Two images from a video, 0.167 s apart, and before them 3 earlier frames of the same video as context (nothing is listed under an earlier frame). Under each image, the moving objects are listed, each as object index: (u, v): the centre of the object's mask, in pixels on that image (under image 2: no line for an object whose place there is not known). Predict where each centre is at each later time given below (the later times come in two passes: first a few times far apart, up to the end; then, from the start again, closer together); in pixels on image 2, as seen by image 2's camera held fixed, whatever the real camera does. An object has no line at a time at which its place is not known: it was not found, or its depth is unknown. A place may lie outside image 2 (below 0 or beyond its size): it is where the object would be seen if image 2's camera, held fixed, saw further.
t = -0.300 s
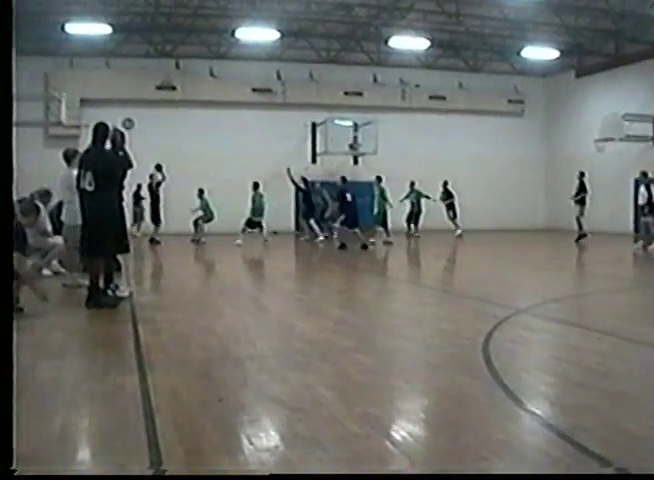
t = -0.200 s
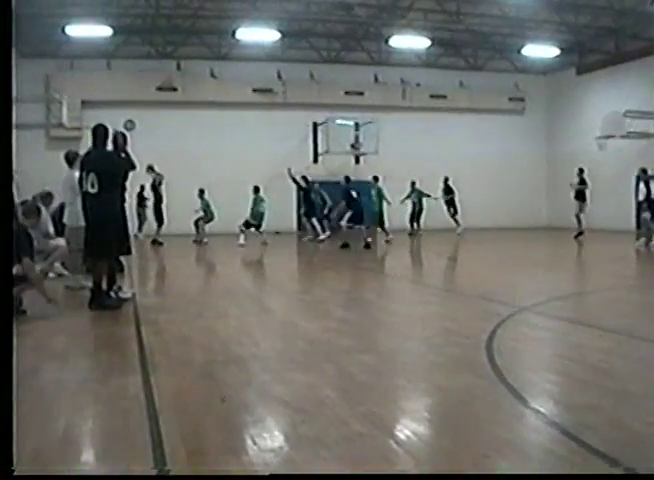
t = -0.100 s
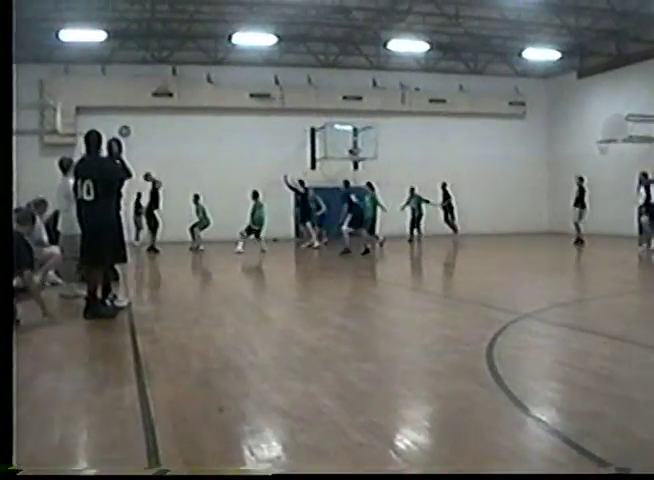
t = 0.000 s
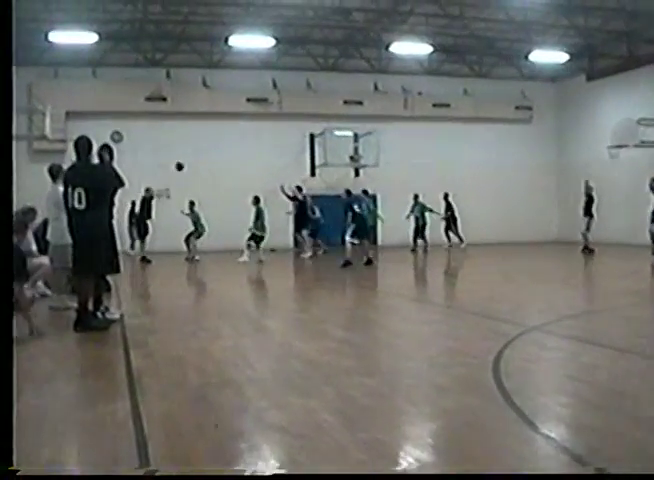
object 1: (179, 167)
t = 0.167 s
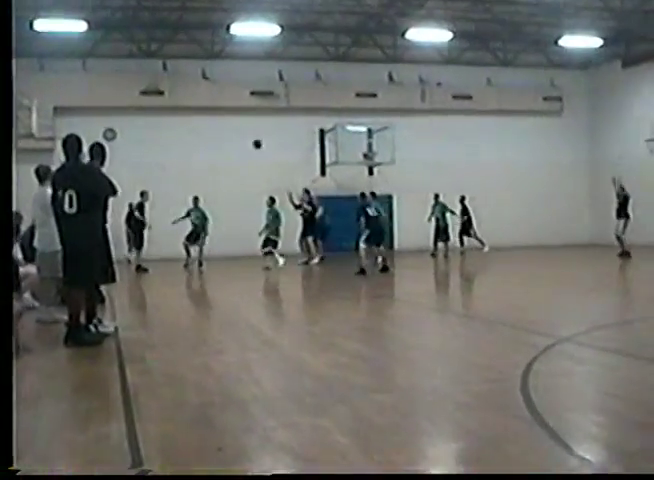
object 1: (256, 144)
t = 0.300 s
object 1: (317, 128)
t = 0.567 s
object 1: (433, 138)
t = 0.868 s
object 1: (559, 183)
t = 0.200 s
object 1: (271, 140)
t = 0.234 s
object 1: (287, 135)
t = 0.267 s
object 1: (301, 132)
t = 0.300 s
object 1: (317, 128)
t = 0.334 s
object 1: (330, 129)
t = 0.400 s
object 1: (362, 129)
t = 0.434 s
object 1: (374, 129)
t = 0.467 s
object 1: (390, 131)
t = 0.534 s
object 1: (419, 135)
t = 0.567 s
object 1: (433, 138)
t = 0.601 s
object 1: (448, 142)
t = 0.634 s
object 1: (462, 146)
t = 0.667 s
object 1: (477, 149)
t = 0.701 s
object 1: (491, 154)
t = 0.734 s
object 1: (506, 159)
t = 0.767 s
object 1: (519, 164)
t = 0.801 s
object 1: (532, 170)
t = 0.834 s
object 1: (544, 177)
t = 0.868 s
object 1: (559, 183)
